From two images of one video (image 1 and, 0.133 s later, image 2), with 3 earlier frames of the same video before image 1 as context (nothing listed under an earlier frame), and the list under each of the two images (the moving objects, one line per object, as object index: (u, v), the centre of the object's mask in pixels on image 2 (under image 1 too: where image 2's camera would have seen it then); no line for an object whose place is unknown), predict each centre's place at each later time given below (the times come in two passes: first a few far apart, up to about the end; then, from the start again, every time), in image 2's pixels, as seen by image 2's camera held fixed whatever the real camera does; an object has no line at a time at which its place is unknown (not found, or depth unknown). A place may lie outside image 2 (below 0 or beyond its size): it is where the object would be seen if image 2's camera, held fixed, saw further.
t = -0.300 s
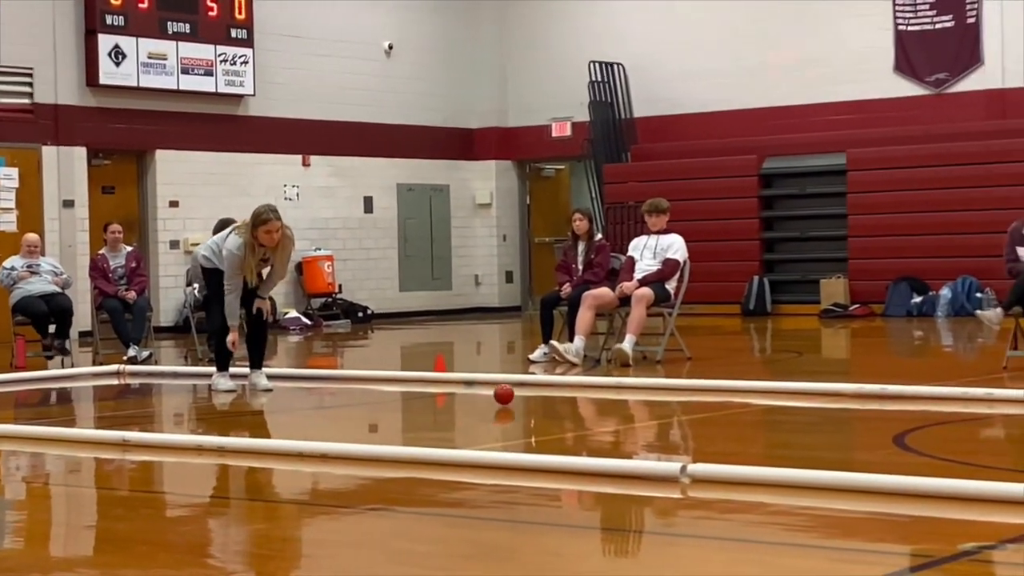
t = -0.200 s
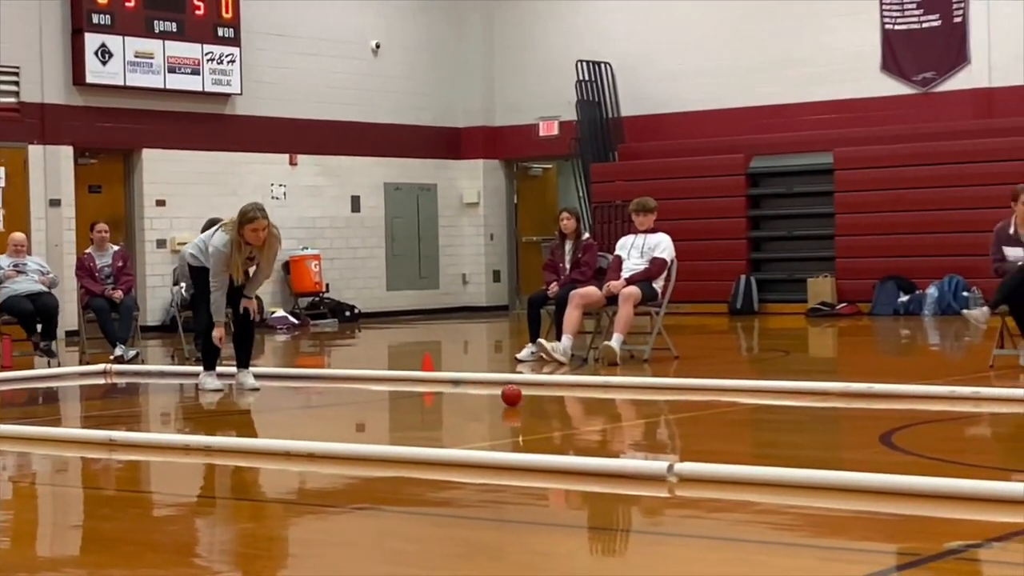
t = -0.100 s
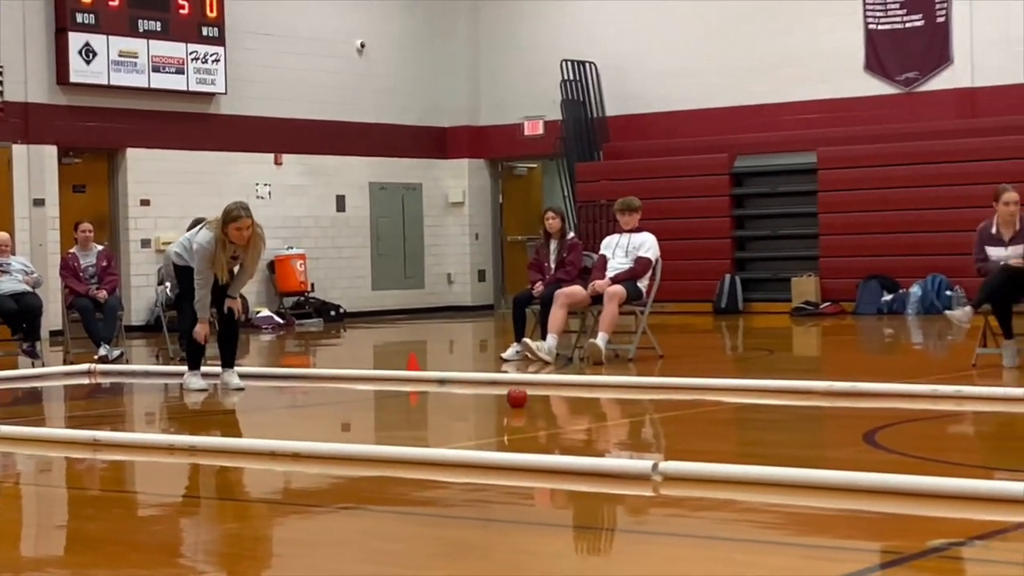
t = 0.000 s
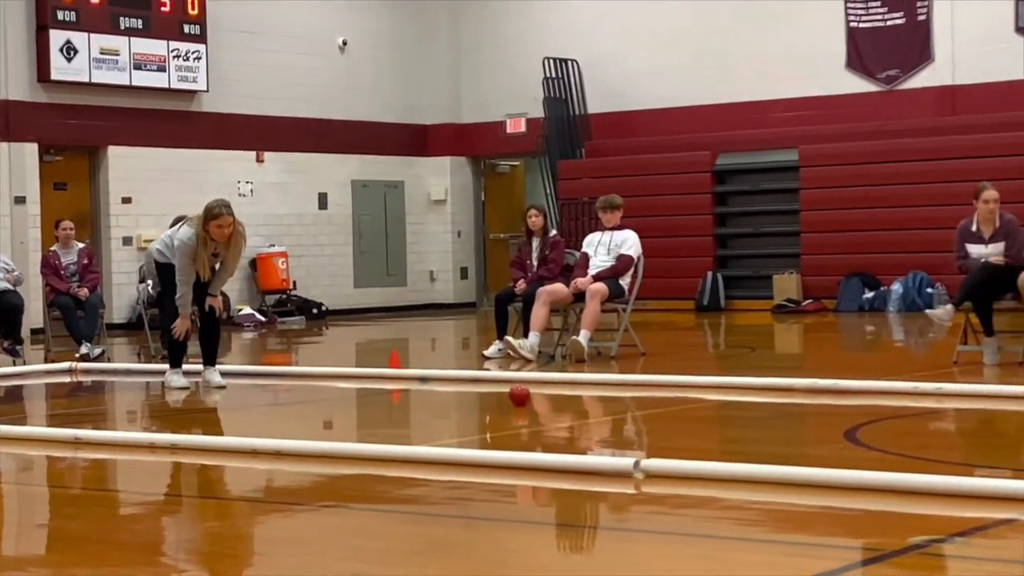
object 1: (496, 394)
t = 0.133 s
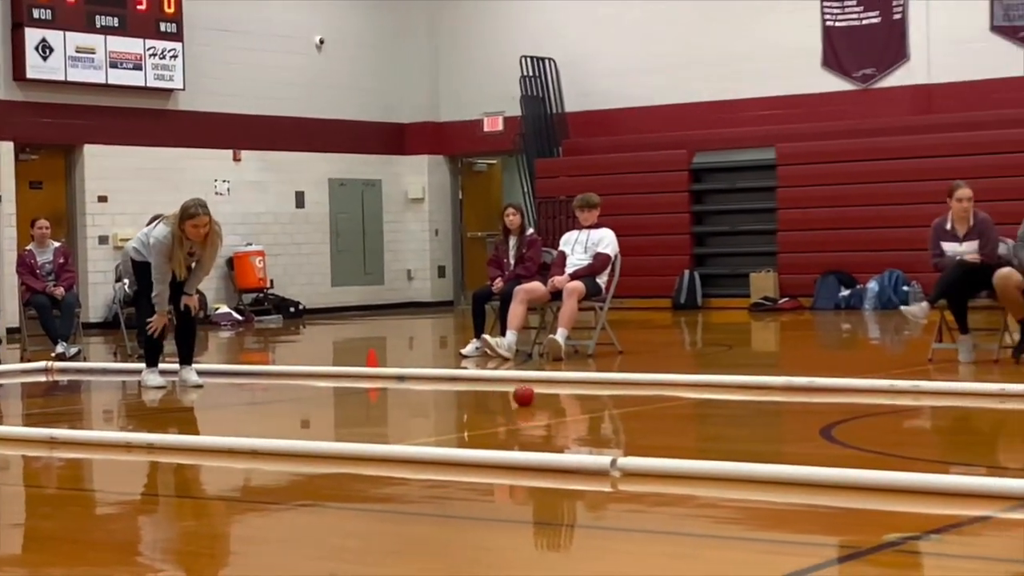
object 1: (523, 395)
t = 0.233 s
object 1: (543, 395)
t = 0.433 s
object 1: (583, 397)
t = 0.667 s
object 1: (630, 399)
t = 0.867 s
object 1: (671, 403)
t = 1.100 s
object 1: (721, 404)
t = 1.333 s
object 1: (772, 406)
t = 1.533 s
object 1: (816, 408)
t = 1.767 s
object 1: (869, 411)
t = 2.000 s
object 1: (924, 413)
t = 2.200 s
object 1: (971, 416)
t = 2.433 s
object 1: (1029, 418)
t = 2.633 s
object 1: (1079, 420)
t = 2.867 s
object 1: (1137, 423)
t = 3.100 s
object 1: (1197, 424)
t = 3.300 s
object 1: (1246, 426)
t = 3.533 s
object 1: (1305, 426)
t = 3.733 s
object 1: (1355, 427)
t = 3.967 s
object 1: (1422, 421)
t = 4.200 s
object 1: (1480, 430)
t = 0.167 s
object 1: (530, 395)
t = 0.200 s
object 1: (536, 394)
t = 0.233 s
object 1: (543, 395)
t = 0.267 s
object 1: (550, 397)
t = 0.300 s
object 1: (557, 396)
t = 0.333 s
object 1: (563, 396)
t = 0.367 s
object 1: (570, 397)
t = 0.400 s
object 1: (577, 398)
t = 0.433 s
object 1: (583, 397)
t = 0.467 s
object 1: (590, 398)
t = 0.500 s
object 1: (597, 400)
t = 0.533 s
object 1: (603, 398)
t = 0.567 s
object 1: (610, 398)
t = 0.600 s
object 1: (617, 399)
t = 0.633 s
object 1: (623, 400)
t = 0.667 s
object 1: (630, 399)
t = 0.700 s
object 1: (637, 399)
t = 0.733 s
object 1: (644, 401)
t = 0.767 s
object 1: (650, 401)
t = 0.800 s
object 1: (657, 400)
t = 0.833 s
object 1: (664, 401)
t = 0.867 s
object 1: (671, 403)
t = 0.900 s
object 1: (678, 402)
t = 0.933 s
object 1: (685, 402)
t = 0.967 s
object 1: (692, 403)
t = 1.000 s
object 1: (699, 404)
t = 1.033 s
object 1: (706, 404)
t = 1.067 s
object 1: (713, 404)
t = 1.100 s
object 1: (721, 404)
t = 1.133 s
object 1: (728, 405)
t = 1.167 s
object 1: (735, 405)
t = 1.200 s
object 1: (742, 405)
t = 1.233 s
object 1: (750, 405)
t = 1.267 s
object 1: (757, 406)
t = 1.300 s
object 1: (764, 406)
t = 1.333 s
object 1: (772, 406)
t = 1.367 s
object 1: (779, 407)
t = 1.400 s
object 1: (786, 407)
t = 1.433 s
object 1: (794, 407)
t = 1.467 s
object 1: (801, 408)
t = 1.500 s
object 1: (809, 408)
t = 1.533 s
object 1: (816, 408)
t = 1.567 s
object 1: (824, 409)
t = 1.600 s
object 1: (831, 409)
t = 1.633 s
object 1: (838, 408)
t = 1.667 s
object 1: (846, 410)
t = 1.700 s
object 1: (854, 410)
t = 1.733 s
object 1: (861, 410)
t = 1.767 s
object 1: (869, 411)
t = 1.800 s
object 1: (877, 410)
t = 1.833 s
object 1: (885, 410)
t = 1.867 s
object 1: (892, 412)
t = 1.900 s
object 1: (900, 412)
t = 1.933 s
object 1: (908, 412)
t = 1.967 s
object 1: (916, 413)
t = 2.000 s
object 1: (924, 413)
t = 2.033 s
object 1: (931, 413)
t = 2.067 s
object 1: (939, 415)
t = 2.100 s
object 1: (947, 414)
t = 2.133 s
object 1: (955, 414)
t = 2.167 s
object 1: (963, 416)
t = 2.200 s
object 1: (971, 416)
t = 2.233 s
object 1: (979, 416)
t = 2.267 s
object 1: (988, 417)
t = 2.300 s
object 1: (996, 417)
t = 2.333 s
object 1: (1004, 417)
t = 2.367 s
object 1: (1012, 418)
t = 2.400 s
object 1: (1020, 419)
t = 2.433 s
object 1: (1029, 418)
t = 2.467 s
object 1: (1037, 419)
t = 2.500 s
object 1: (1045, 420)
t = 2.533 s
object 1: (1053, 420)
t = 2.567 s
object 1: (1062, 420)
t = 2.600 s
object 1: (1071, 420)
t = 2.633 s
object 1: (1079, 420)
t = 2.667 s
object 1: (1087, 421)
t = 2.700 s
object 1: (1096, 422)
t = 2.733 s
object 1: (1104, 422)
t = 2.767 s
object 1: (1113, 422)
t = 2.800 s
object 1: (1120, 422)
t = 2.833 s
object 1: (1129, 422)
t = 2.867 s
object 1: (1137, 423)
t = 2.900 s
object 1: (1146, 423)
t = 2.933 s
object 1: (1154, 423)
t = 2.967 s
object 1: (1163, 423)
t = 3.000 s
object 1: (1171, 424)
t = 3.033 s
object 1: (1179, 424)
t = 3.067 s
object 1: (1188, 425)
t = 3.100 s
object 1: (1197, 424)
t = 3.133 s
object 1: (1205, 425)
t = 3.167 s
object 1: (1213, 425)
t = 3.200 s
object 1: (1222, 425)
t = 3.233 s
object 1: (1230, 425)
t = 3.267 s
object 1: (1238, 426)
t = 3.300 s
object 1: (1246, 426)
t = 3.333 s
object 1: (1254, 425)
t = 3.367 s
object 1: (1263, 426)
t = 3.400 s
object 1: (1272, 426)
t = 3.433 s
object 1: (1280, 426)
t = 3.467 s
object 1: (1289, 426)
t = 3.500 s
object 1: (1297, 426)
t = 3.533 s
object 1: (1305, 426)
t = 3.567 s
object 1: (1313, 426)
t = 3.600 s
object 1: (1321, 427)
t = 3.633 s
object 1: (1330, 427)
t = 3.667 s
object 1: (1338, 427)
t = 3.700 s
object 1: (1346, 427)
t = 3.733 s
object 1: (1355, 427)
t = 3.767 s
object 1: (1363, 428)
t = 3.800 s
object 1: (1372, 428)
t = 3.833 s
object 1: (1380, 428)
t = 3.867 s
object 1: (1385, 426)
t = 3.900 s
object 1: (1393, 422)
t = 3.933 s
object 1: (1407, 418)
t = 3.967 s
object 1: (1422, 421)
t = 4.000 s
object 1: (1431, 426)
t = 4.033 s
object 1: (1437, 428)
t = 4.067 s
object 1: (1443, 429)
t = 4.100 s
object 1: (1452, 429)
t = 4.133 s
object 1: (1461, 429)
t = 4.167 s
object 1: (1470, 430)
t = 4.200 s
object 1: (1480, 430)
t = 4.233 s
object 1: (1489, 430)
